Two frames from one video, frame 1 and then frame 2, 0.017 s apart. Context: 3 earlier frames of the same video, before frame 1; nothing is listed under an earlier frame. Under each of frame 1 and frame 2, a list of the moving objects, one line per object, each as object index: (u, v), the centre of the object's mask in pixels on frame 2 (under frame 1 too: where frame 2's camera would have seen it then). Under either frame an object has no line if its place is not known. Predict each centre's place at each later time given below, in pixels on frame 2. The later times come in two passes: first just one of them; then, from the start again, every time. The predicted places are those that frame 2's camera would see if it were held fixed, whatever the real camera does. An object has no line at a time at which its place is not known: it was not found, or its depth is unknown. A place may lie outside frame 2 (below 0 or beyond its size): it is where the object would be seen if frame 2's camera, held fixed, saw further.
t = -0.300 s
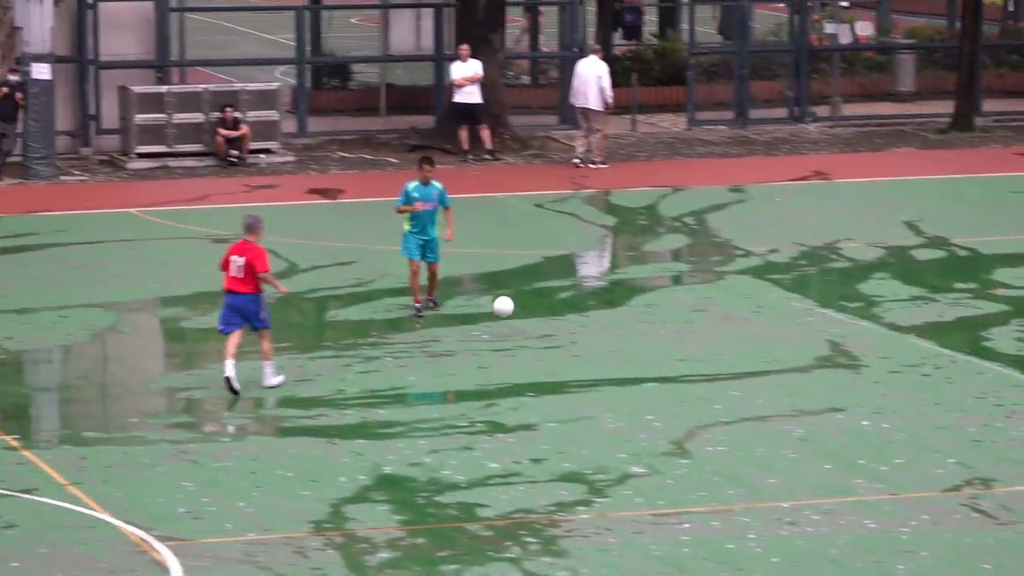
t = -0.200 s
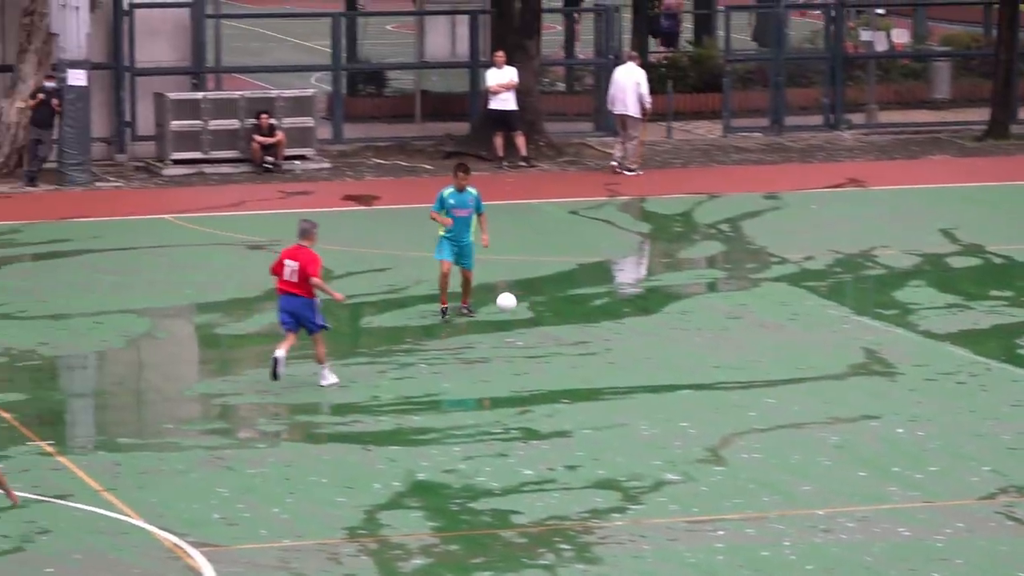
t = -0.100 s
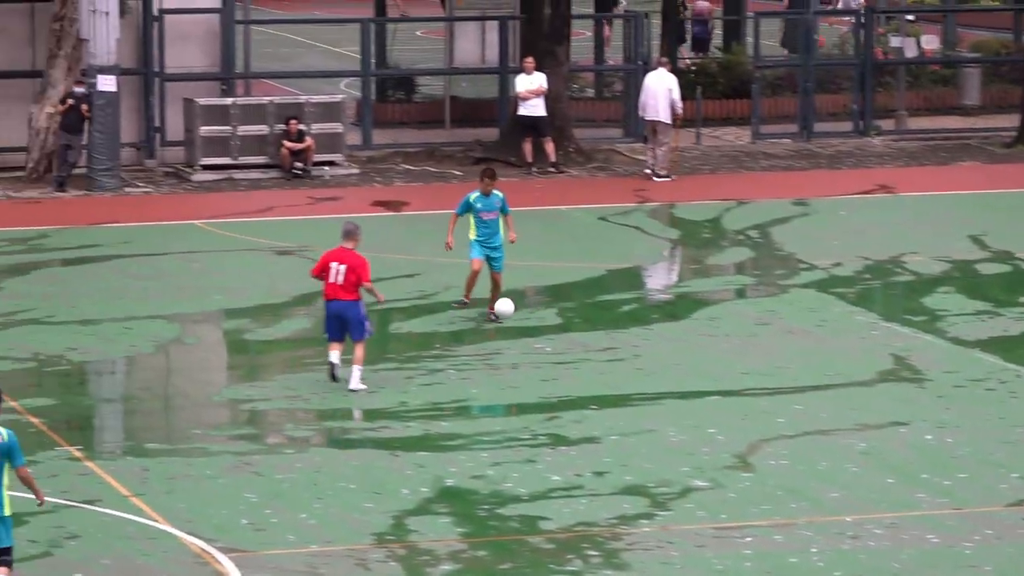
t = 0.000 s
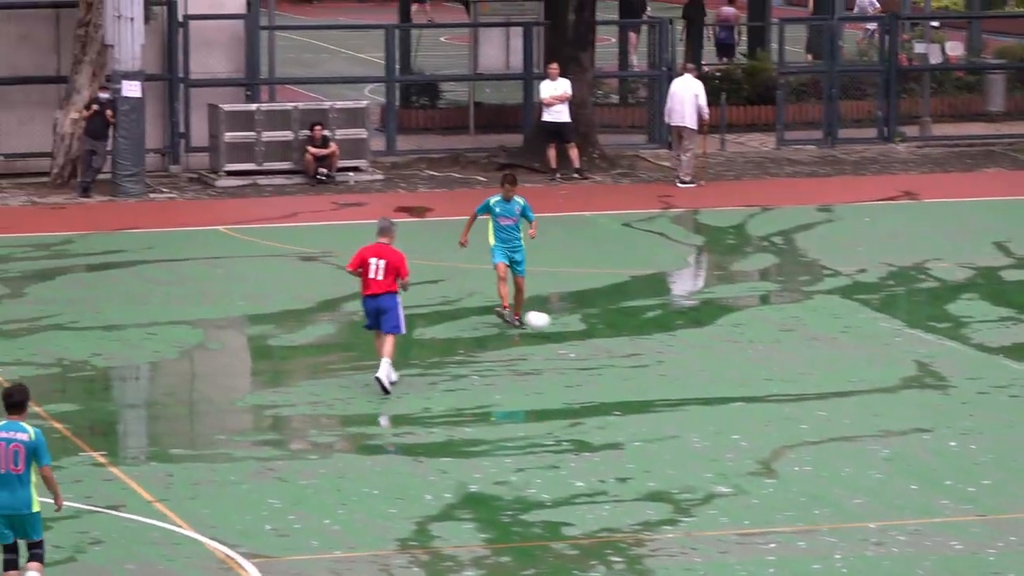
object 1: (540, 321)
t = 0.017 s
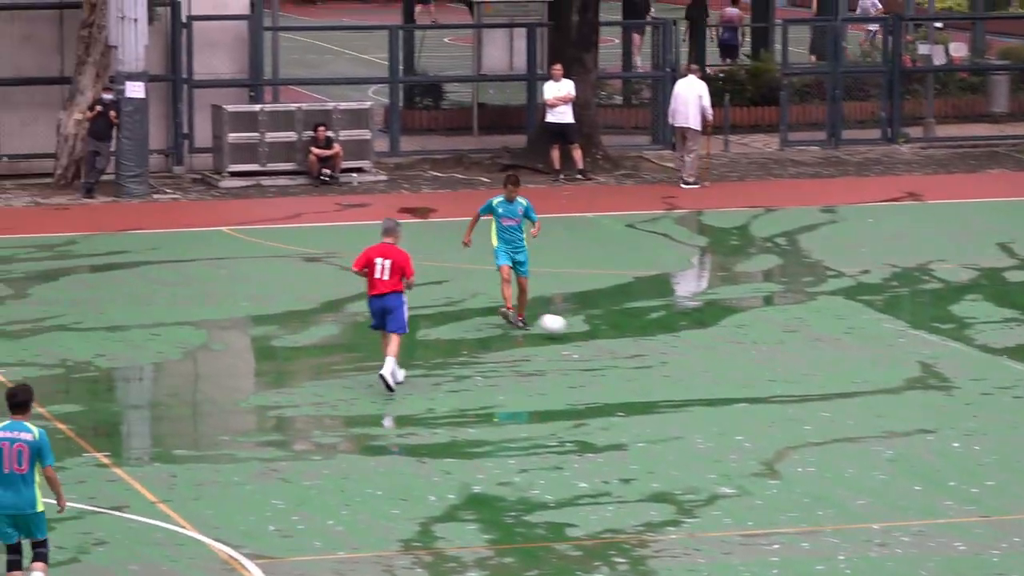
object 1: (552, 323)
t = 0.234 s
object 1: (693, 330)
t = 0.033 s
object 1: (565, 326)
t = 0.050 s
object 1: (576, 329)
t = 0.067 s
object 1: (588, 331)
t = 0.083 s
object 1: (599, 331)
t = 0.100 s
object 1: (610, 329)
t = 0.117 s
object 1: (620, 328)
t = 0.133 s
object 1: (631, 328)
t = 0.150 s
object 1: (641, 327)
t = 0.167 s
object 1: (651, 327)
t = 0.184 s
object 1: (662, 327)
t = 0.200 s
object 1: (672, 328)
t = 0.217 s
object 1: (682, 329)
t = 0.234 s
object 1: (693, 330)
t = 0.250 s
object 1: (703, 332)
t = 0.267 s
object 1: (713, 333)
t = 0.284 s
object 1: (723, 335)
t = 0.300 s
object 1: (734, 338)
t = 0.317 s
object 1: (744, 341)
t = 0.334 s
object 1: (753, 342)
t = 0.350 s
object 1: (762, 341)
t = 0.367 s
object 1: (771, 341)
